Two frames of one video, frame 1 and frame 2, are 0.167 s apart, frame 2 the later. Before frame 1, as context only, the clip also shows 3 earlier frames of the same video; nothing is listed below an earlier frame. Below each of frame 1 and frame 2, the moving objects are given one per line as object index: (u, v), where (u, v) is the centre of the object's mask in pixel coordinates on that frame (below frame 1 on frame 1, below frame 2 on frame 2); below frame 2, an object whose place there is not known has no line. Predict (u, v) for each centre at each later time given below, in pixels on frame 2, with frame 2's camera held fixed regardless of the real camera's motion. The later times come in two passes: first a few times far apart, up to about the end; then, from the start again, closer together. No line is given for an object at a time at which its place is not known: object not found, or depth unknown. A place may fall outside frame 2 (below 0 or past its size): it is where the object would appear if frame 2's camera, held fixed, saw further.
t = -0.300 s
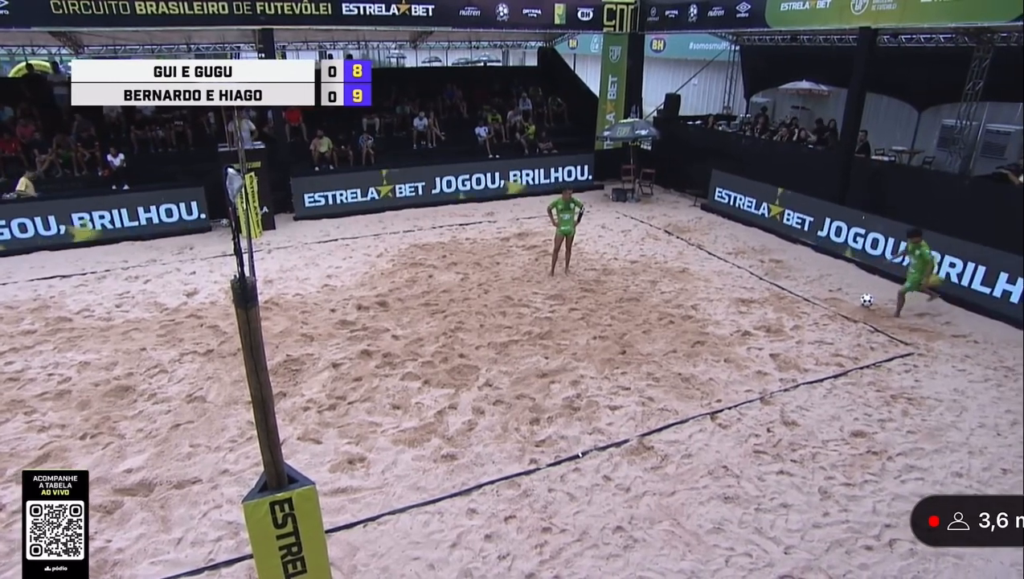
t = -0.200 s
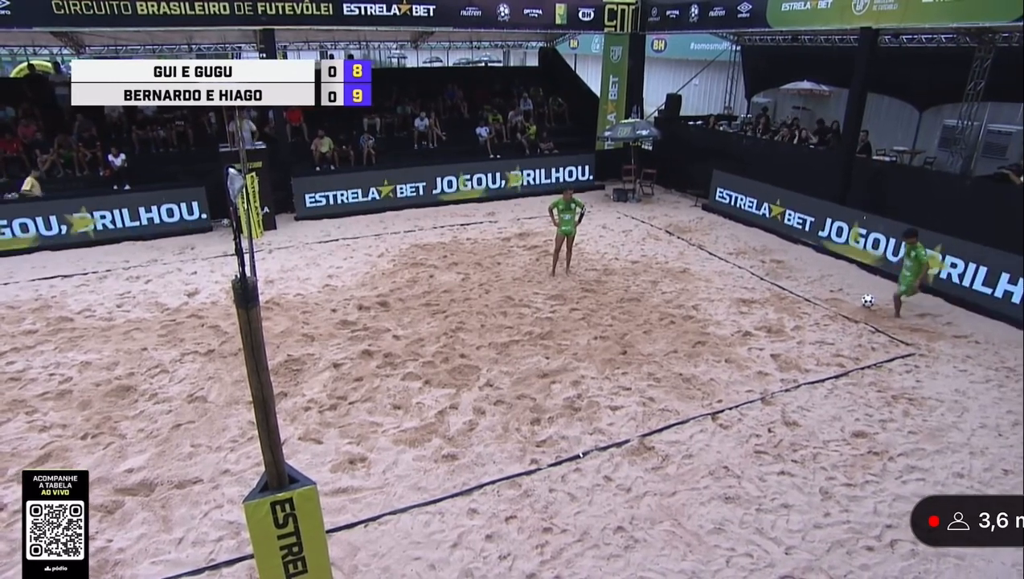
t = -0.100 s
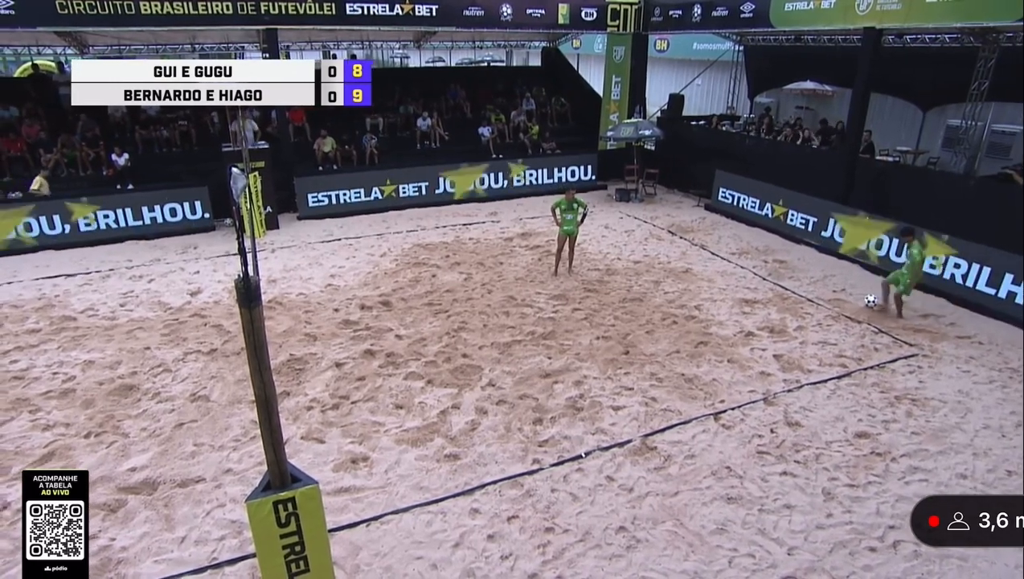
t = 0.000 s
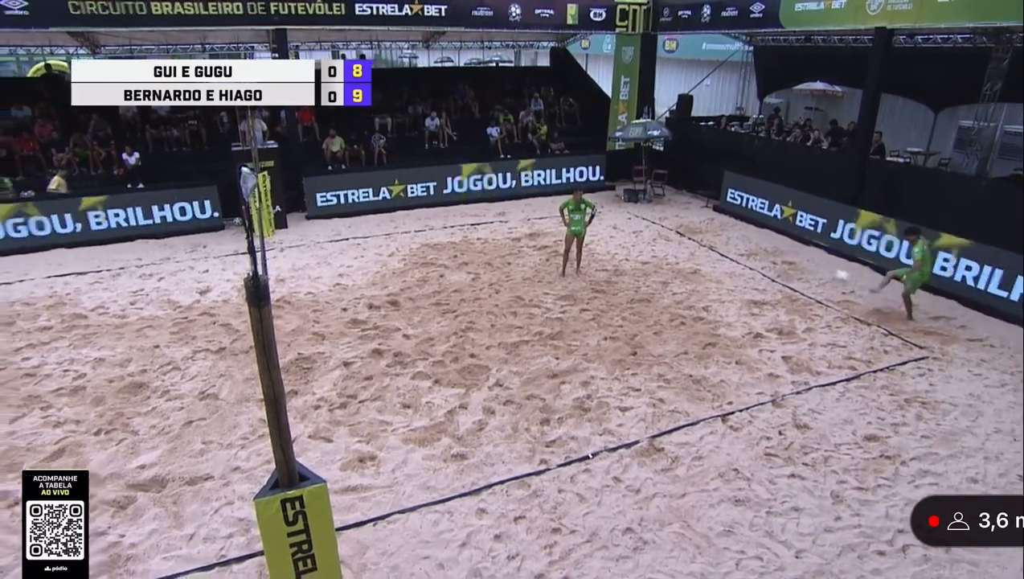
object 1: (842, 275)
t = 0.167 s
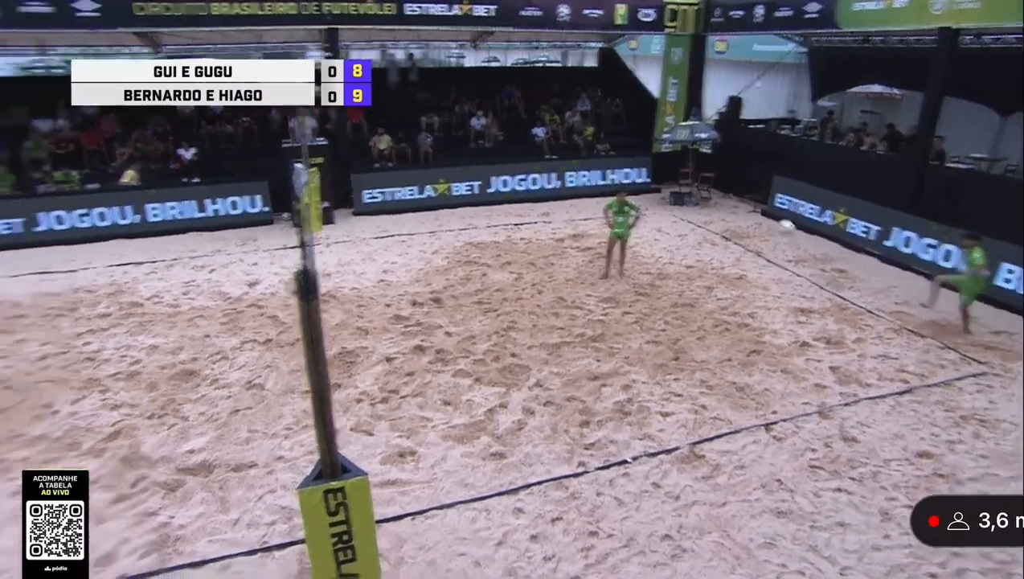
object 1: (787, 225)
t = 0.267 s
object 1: (710, 197)
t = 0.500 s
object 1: (508, 152)
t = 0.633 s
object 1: (380, 145)
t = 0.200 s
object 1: (762, 216)
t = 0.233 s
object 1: (736, 205)
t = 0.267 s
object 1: (710, 197)
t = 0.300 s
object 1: (684, 189)
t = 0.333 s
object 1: (657, 181)
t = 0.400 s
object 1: (599, 165)
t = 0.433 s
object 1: (569, 160)
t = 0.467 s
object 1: (538, 155)
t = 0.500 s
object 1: (508, 152)
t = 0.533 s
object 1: (476, 149)
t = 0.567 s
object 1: (444, 147)
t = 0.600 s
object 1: (412, 145)
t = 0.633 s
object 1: (380, 145)
